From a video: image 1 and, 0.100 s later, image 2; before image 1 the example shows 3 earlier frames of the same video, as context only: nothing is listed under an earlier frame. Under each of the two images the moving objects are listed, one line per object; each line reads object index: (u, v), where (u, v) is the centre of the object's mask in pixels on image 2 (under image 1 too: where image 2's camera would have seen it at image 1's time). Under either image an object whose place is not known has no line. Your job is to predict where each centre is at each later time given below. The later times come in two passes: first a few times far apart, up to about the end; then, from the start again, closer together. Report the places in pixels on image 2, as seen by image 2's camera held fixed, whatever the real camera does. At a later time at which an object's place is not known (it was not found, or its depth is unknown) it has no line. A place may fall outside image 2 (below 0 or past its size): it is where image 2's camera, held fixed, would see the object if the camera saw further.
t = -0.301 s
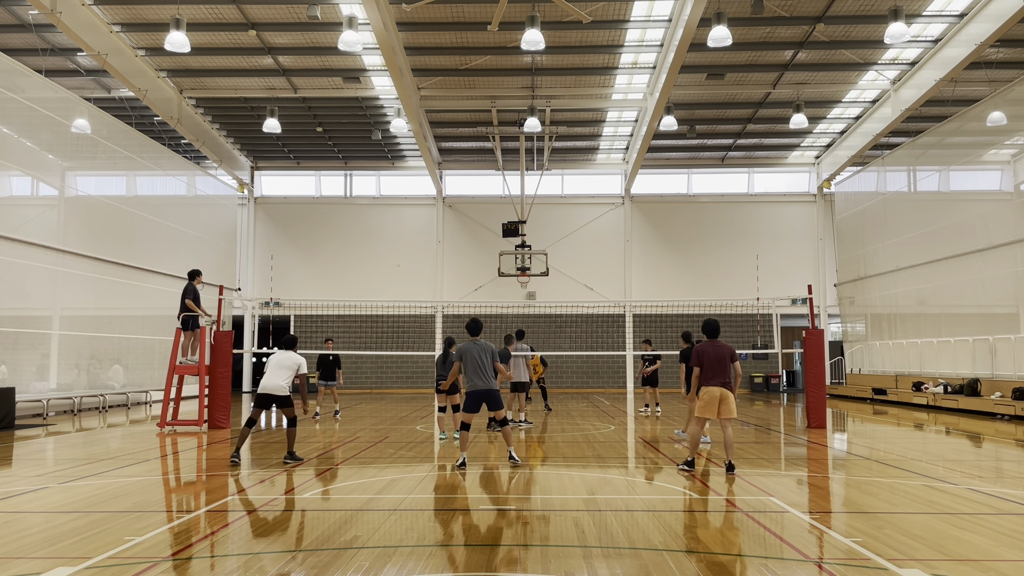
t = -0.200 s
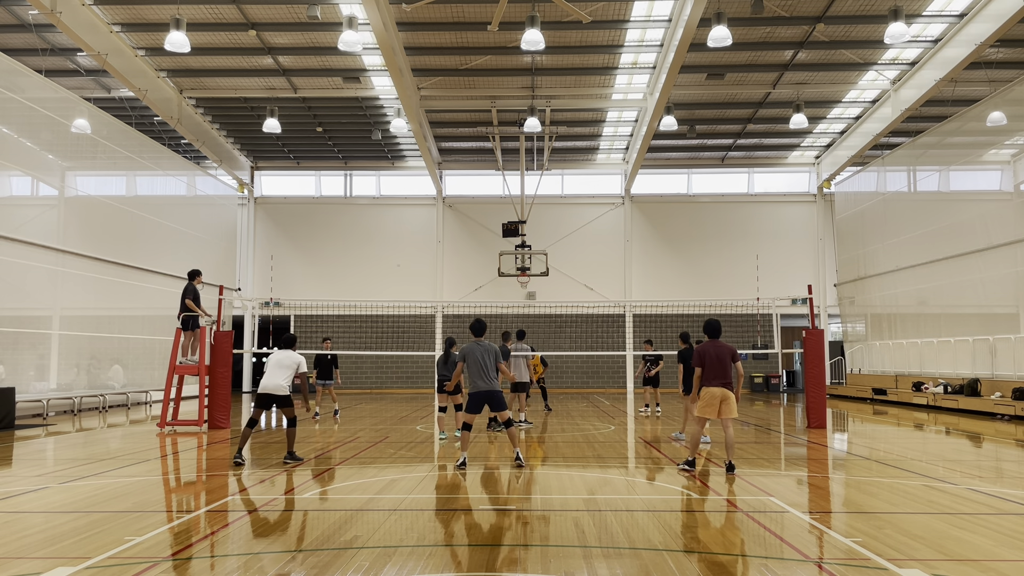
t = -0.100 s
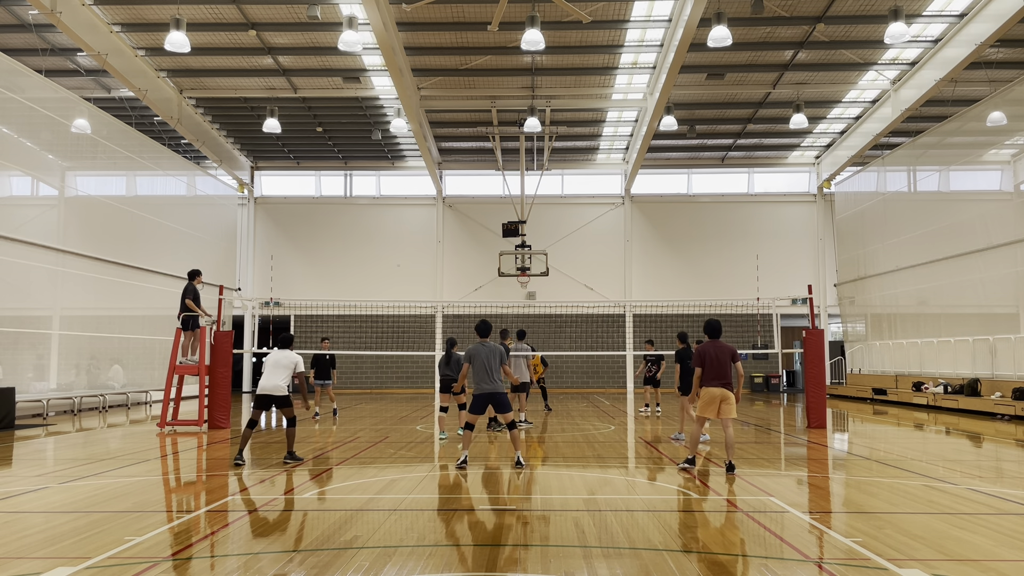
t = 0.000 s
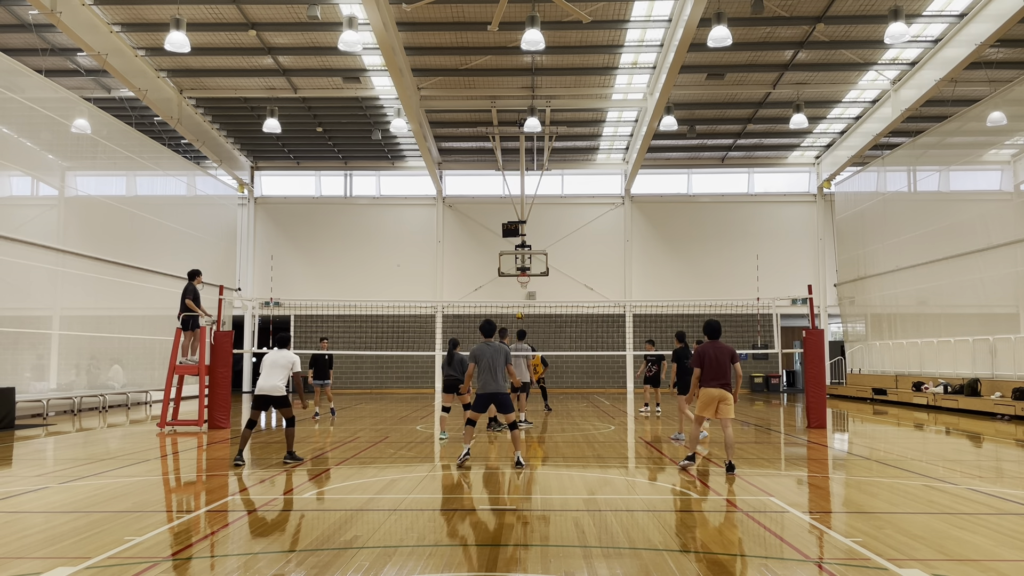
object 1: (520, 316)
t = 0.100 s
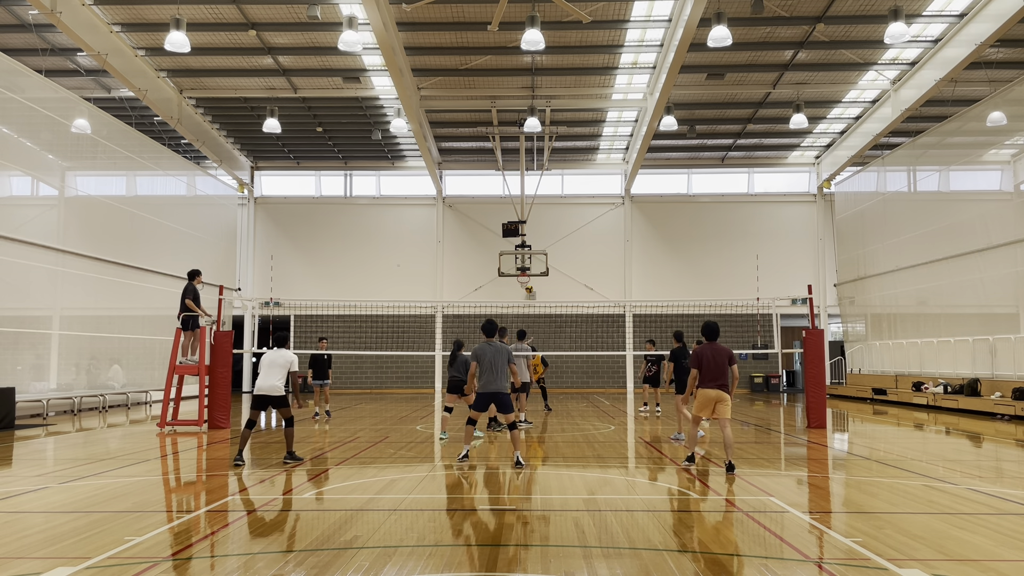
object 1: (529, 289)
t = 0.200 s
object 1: (539, 264)
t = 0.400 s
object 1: (560, 221)
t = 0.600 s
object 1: (585, 191)
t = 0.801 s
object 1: (616, 177)
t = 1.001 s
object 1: (651, 184)
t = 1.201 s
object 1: (690, 220)
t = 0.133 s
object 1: (532, 281)
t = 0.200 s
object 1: (539, 264)
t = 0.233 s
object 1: (542, 256)
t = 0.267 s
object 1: (545, 249)
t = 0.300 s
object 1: (549, 241)
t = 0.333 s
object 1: (552, 234)
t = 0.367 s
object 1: (556, 228)
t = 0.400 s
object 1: (560, 221)
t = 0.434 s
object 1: (563, 215)
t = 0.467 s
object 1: (567, 209)
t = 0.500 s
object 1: (572, 204)
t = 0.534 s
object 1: (576, 200)
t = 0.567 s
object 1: (581, 195)
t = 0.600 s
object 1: (585, 191)
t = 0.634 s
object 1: (590, 187)
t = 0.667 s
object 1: (595, 184)
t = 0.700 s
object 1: (600, 181)
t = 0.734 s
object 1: (605, 179)
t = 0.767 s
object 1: (610, 178)
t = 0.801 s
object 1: (616, 177)
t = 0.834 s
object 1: (622, 177)
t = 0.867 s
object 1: (627, 177)
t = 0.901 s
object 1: (633, 178)
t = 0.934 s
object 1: (639, 179)
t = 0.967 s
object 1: (645, 181)
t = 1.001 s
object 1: (651, 184)
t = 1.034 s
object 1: (657, 188)
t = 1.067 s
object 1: (663, 193)
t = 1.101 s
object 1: (670, 198)
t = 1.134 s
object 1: (676, 204)
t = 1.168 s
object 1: (683, 212)
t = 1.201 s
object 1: (690, 220)
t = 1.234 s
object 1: (697, 230)
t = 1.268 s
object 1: (704, 240)
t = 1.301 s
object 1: (712, 251)
